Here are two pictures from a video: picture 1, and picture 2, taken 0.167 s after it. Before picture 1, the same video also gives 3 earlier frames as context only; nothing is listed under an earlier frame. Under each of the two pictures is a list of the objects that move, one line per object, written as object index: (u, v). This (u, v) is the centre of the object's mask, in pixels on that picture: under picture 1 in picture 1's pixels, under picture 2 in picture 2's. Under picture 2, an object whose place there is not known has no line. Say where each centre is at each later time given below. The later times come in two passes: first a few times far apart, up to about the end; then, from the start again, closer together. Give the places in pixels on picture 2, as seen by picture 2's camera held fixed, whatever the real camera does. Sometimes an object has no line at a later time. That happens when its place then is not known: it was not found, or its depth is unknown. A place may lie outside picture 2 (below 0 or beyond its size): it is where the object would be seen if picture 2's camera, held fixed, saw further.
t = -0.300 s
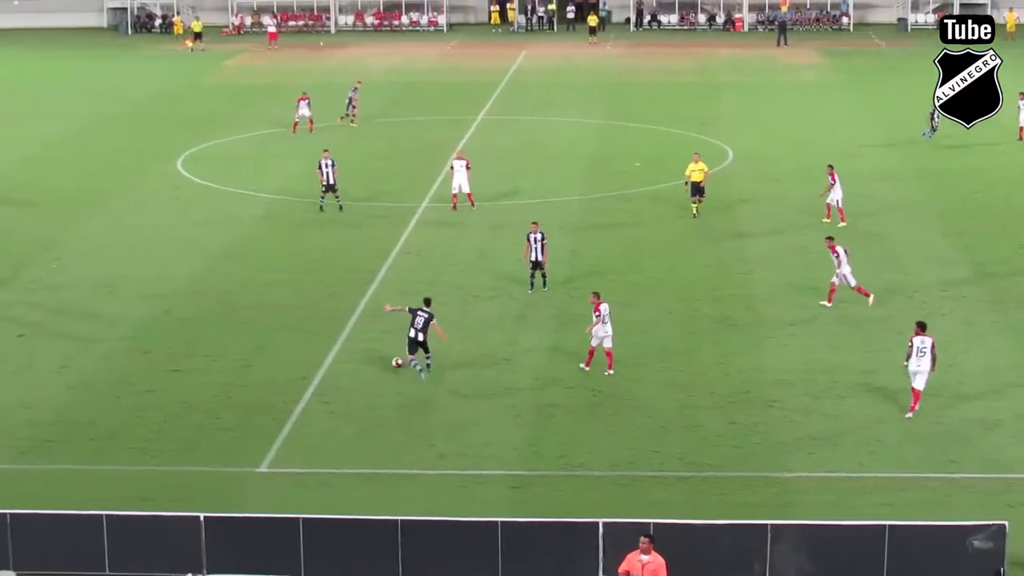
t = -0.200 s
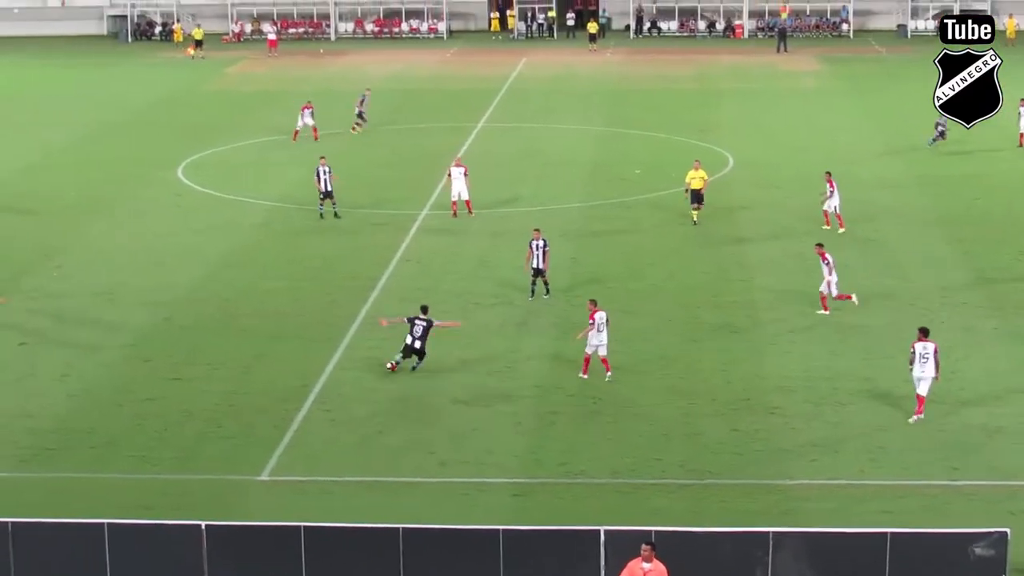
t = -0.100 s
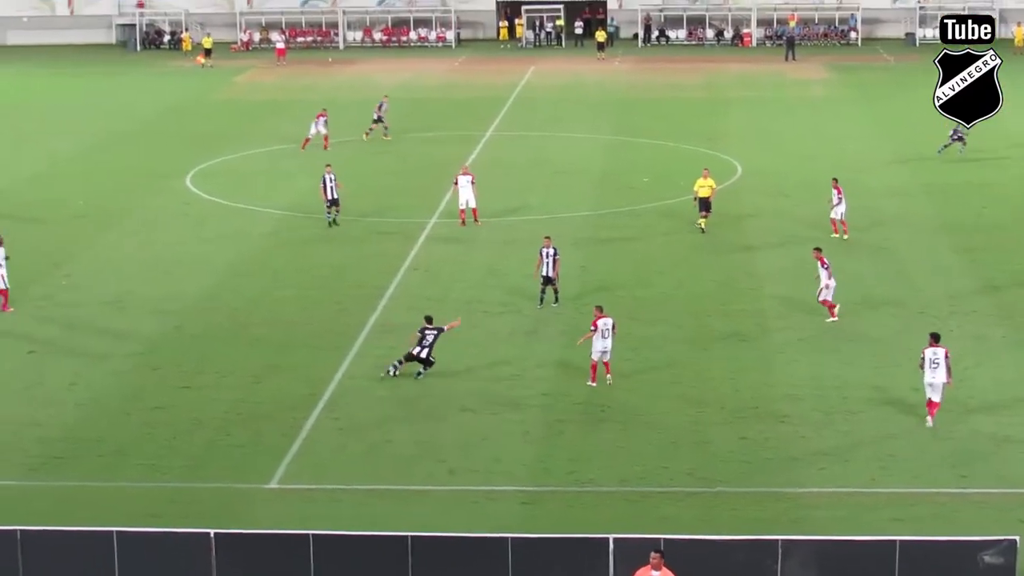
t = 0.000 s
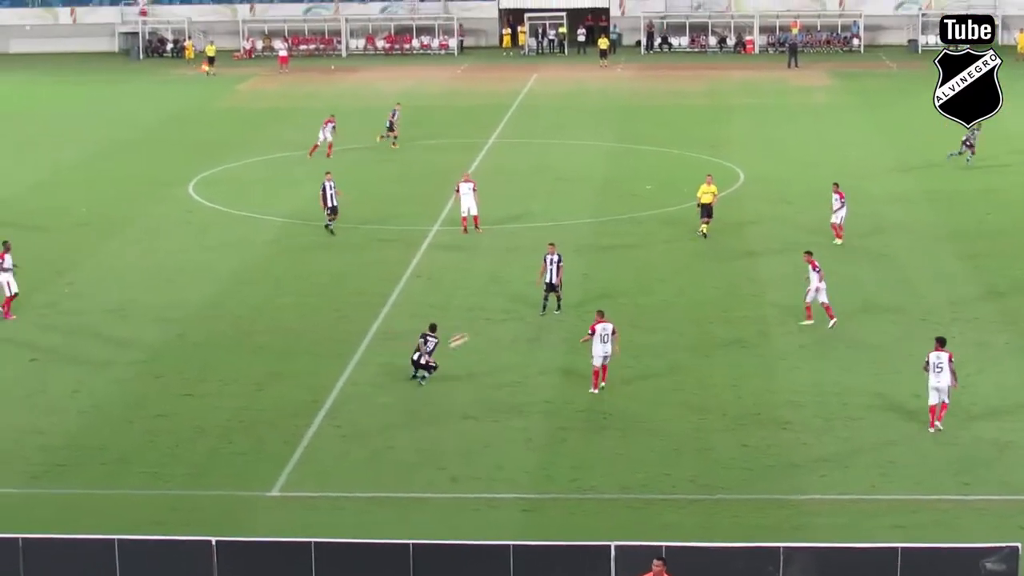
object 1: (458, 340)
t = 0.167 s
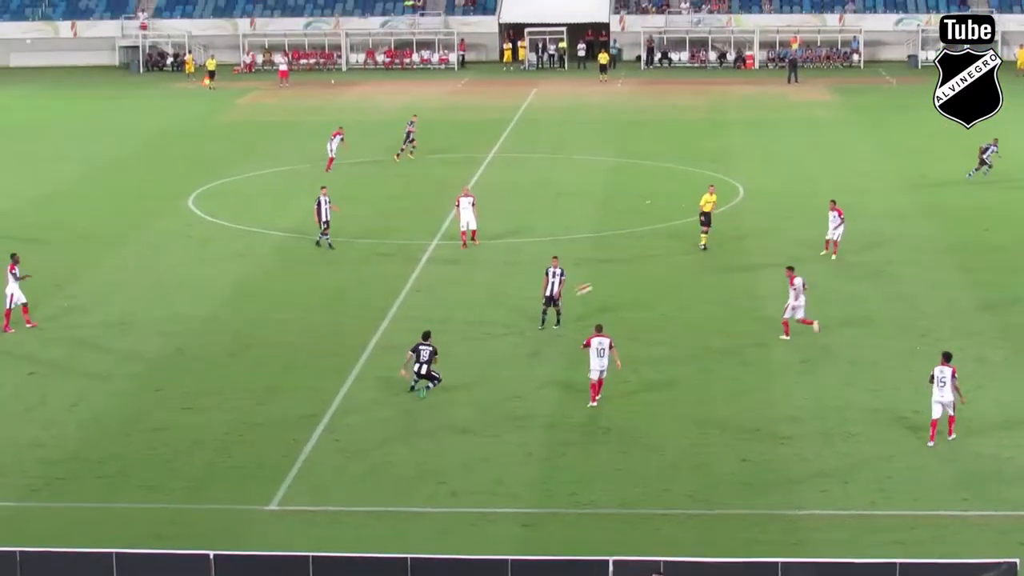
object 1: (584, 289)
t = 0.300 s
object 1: (674, 249)
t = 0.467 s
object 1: (772, 210)
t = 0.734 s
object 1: (913, 171)
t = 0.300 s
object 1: (674, 249)
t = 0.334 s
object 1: (696, 242)
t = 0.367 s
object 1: (715, 232)
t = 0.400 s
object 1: (734, 225)
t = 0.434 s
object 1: (754, 218)
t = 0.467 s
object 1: (772, 210)
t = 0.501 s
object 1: (791, 204)
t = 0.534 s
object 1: (809, 198)
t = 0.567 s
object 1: (828, 192)
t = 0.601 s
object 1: (846, 187)
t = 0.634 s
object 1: (862, 183)
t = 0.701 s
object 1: (896, 174)
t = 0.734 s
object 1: (913, 171)
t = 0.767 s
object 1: (929, 167)
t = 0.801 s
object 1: (948, 165)
